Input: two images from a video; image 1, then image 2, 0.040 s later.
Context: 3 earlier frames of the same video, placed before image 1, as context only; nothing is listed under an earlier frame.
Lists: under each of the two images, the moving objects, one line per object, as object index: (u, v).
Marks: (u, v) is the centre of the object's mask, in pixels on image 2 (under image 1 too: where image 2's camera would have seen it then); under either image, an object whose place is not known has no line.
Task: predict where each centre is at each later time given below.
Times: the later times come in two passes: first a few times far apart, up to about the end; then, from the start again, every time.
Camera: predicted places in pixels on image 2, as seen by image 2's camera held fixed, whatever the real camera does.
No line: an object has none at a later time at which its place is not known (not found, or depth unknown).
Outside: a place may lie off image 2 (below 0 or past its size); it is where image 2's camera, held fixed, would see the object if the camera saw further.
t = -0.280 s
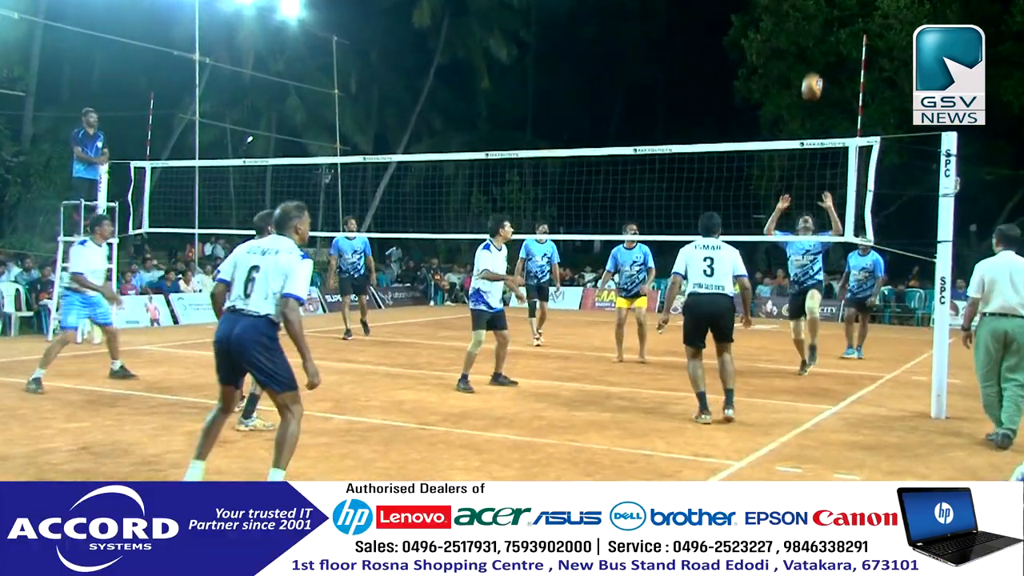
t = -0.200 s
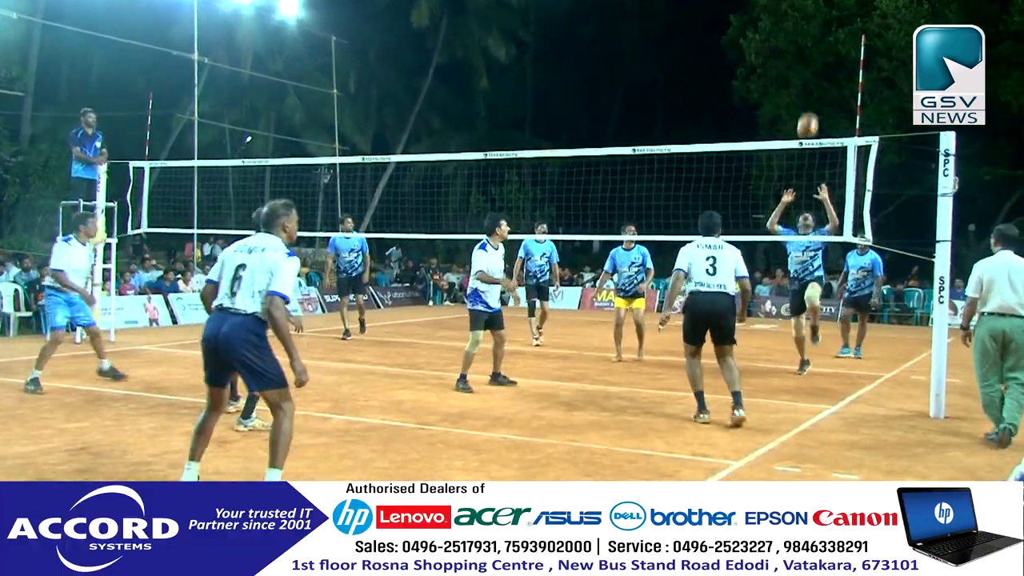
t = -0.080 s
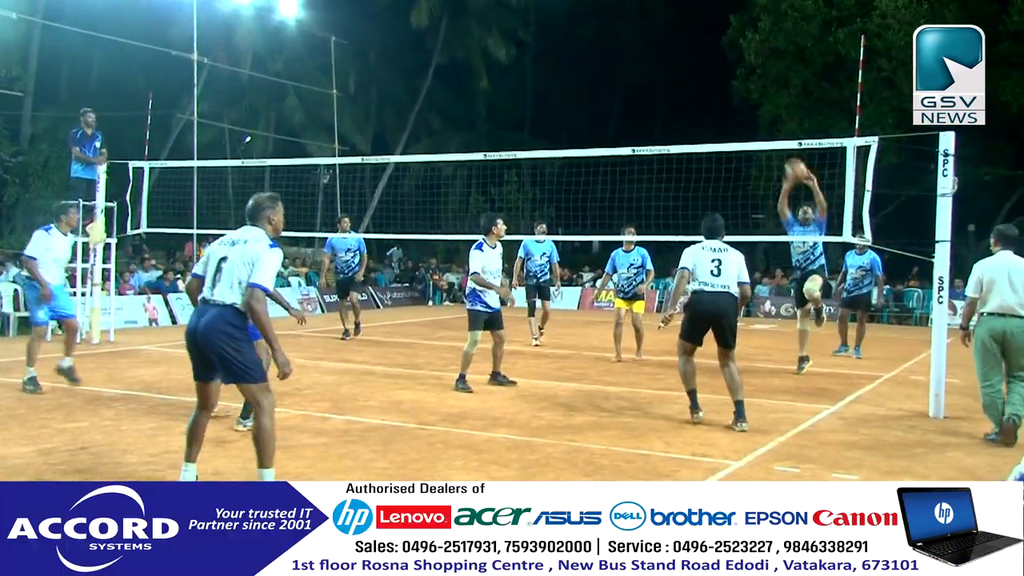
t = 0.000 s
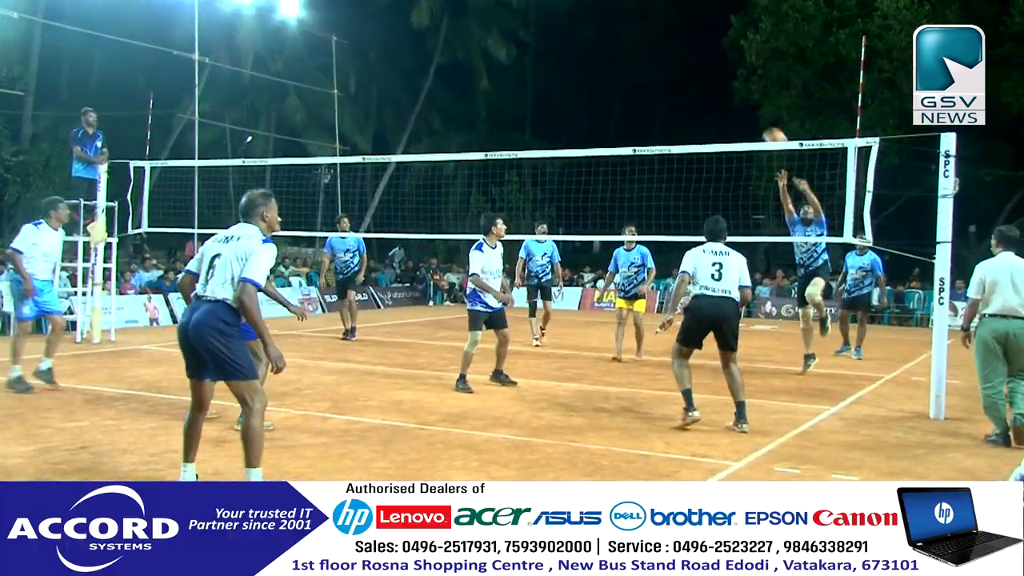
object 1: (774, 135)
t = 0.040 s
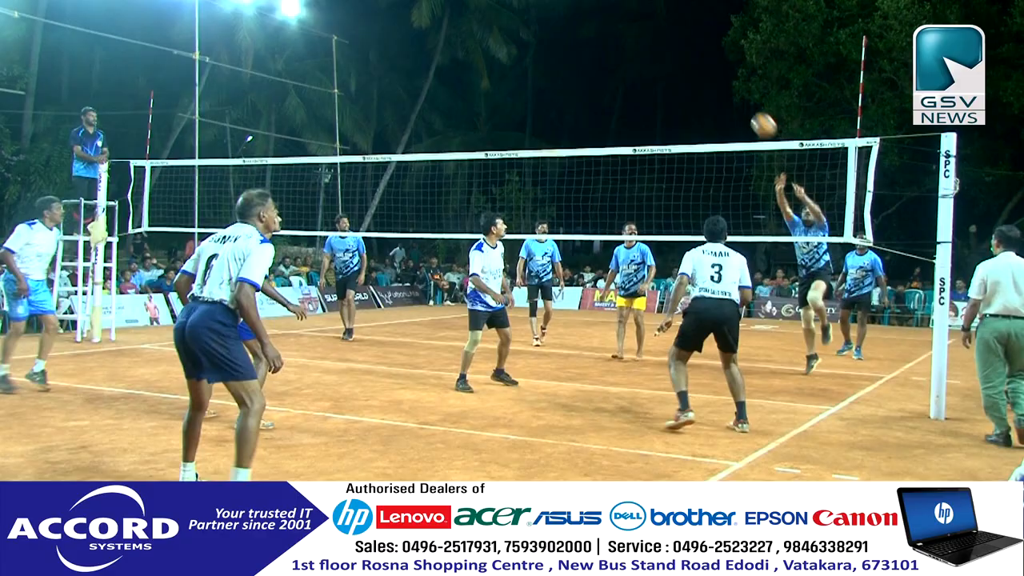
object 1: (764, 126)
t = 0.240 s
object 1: (693, 67)
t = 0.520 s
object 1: (557, 49)
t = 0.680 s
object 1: (452, 88)
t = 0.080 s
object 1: (751, 112)
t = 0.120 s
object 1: (737, 99)
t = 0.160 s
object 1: (723, 87)
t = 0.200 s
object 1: (708, 77)
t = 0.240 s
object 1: (693, 67)
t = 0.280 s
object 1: (676, 60)
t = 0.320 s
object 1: (659, 54)
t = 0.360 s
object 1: (641, 49)
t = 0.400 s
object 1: (621, 46)
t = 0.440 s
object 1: (601, 45)
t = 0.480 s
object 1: (579, 46)
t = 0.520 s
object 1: (557, 49)
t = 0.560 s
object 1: (533, 54)
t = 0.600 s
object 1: (508, 63)
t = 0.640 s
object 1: (482, 74)
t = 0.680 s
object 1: (452, 88)
